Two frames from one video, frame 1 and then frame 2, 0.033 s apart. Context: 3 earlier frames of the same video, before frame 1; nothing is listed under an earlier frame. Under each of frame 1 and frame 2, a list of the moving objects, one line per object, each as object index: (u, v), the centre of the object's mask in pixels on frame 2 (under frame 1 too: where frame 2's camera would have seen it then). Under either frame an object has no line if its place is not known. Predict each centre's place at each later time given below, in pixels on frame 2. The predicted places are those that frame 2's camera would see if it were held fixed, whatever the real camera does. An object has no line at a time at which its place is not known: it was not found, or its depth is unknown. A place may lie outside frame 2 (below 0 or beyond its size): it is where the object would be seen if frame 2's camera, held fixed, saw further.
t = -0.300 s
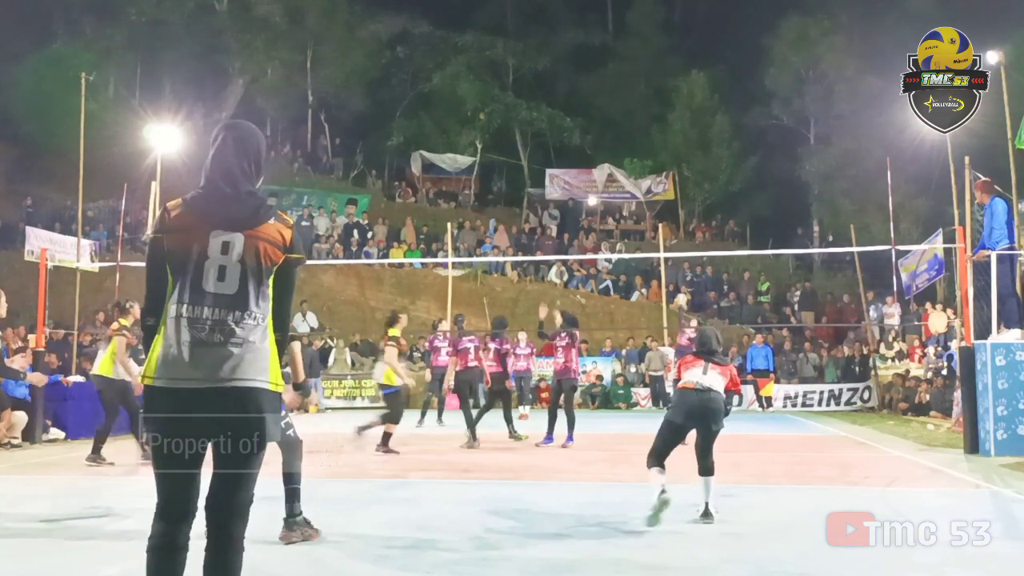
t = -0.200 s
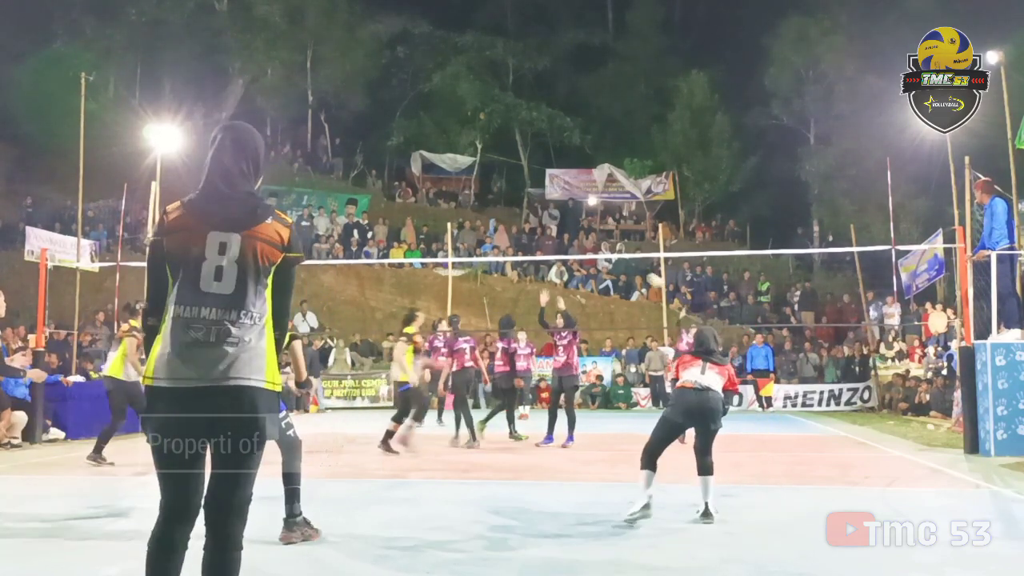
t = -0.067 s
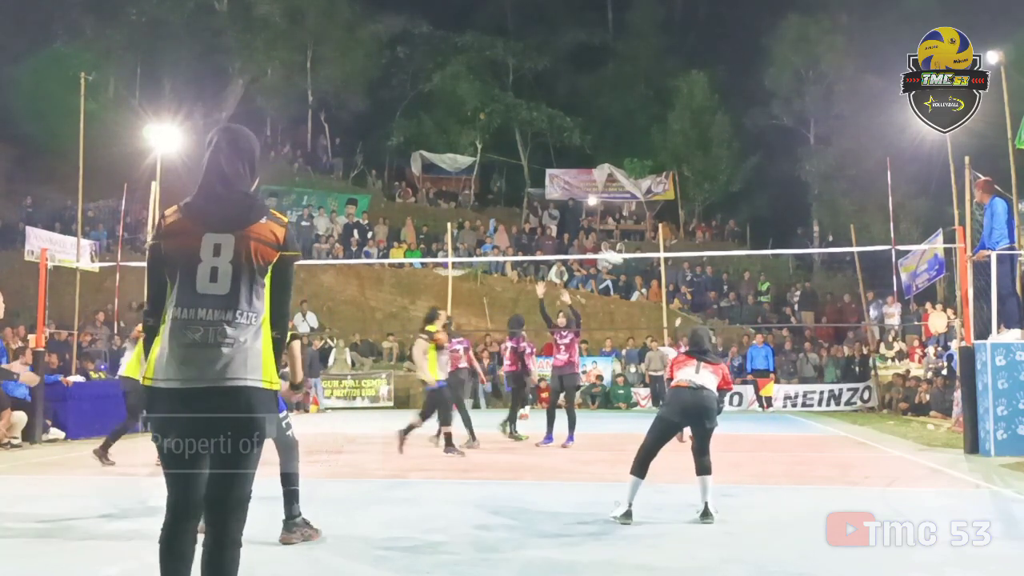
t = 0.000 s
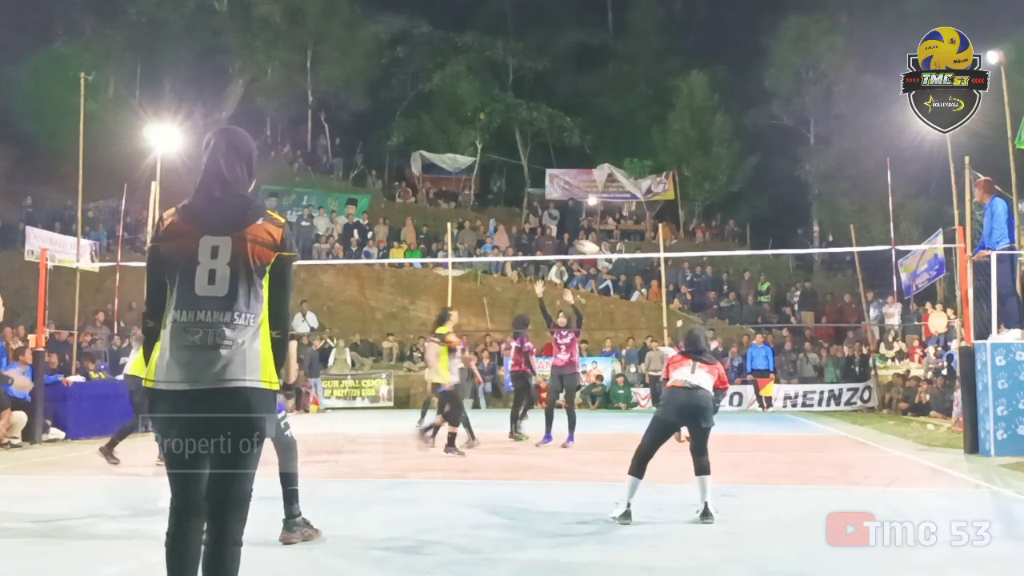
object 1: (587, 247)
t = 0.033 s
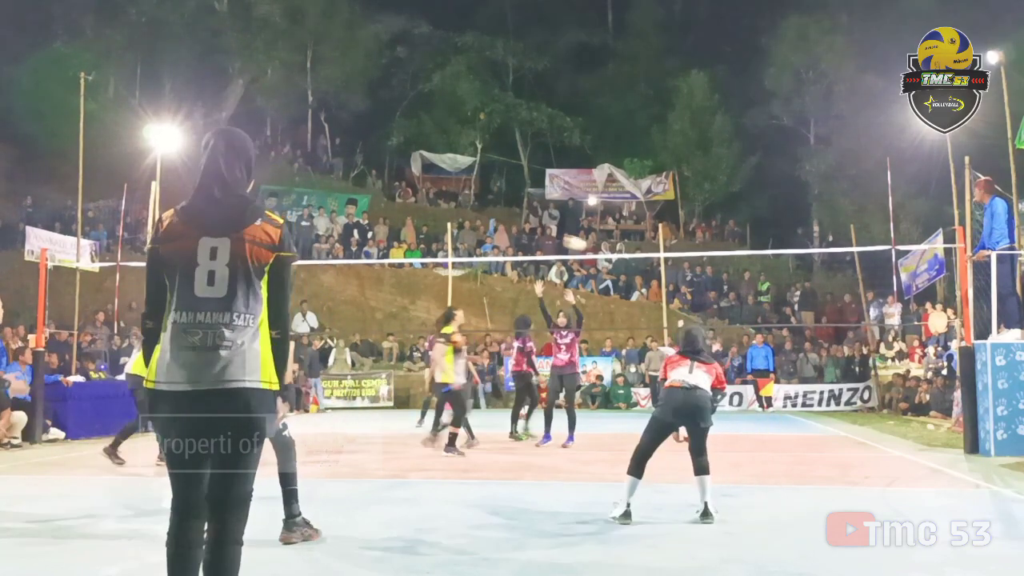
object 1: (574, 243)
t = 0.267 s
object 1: (453, 225)
